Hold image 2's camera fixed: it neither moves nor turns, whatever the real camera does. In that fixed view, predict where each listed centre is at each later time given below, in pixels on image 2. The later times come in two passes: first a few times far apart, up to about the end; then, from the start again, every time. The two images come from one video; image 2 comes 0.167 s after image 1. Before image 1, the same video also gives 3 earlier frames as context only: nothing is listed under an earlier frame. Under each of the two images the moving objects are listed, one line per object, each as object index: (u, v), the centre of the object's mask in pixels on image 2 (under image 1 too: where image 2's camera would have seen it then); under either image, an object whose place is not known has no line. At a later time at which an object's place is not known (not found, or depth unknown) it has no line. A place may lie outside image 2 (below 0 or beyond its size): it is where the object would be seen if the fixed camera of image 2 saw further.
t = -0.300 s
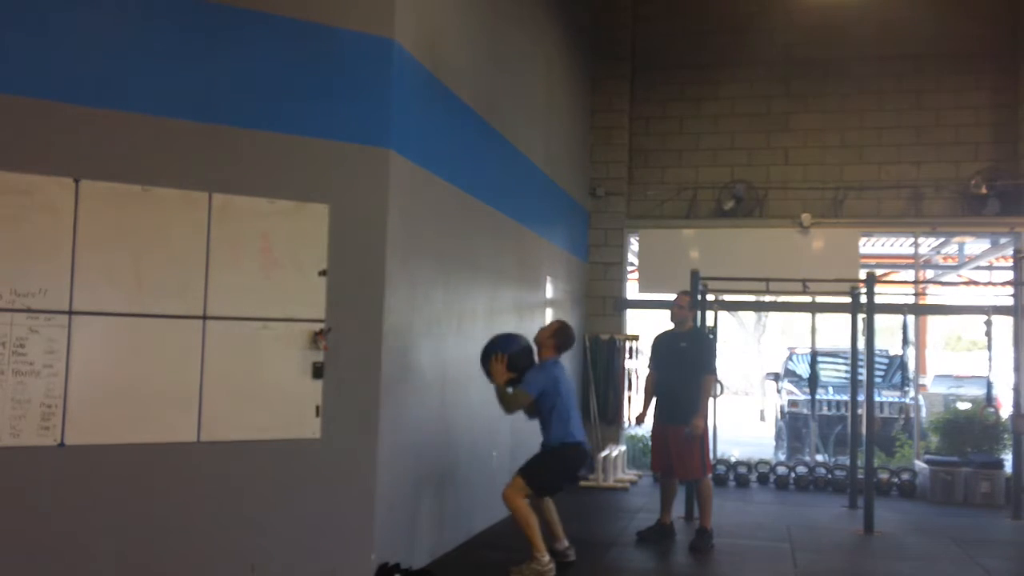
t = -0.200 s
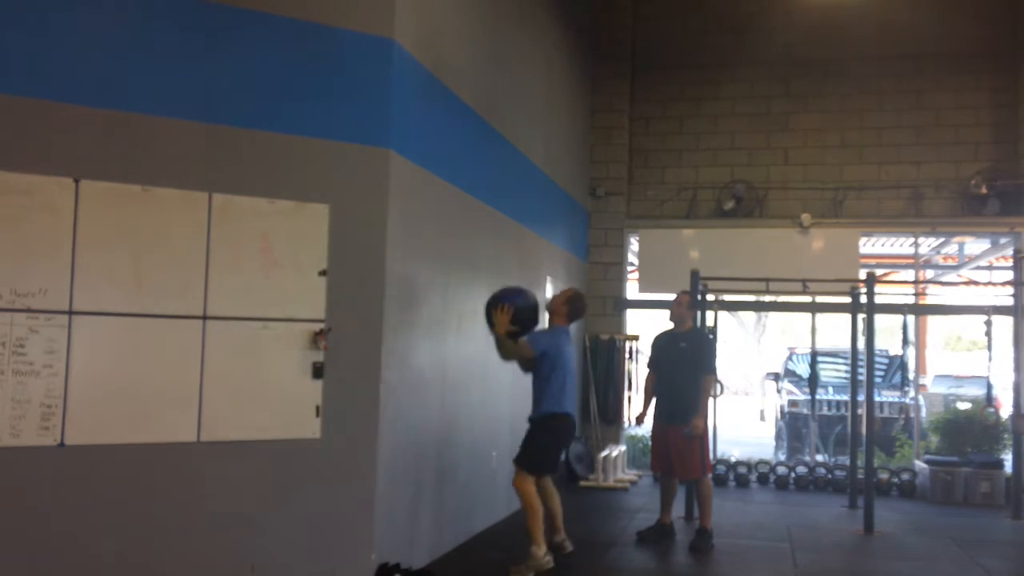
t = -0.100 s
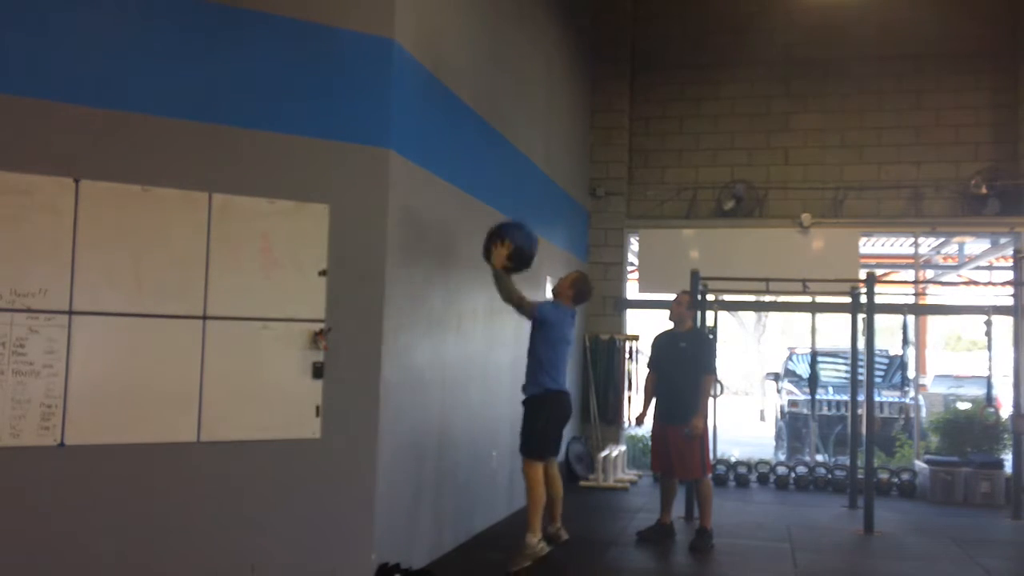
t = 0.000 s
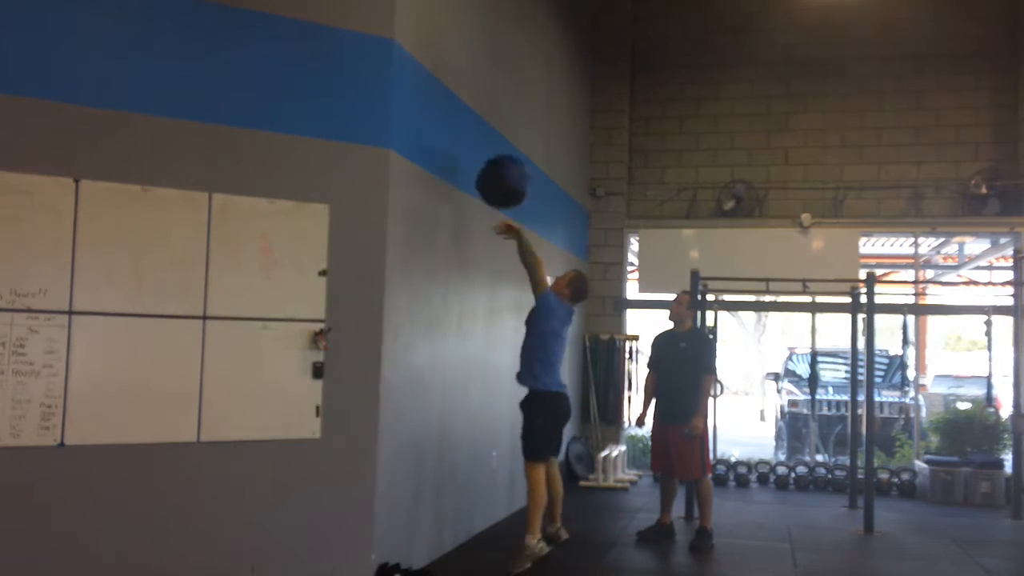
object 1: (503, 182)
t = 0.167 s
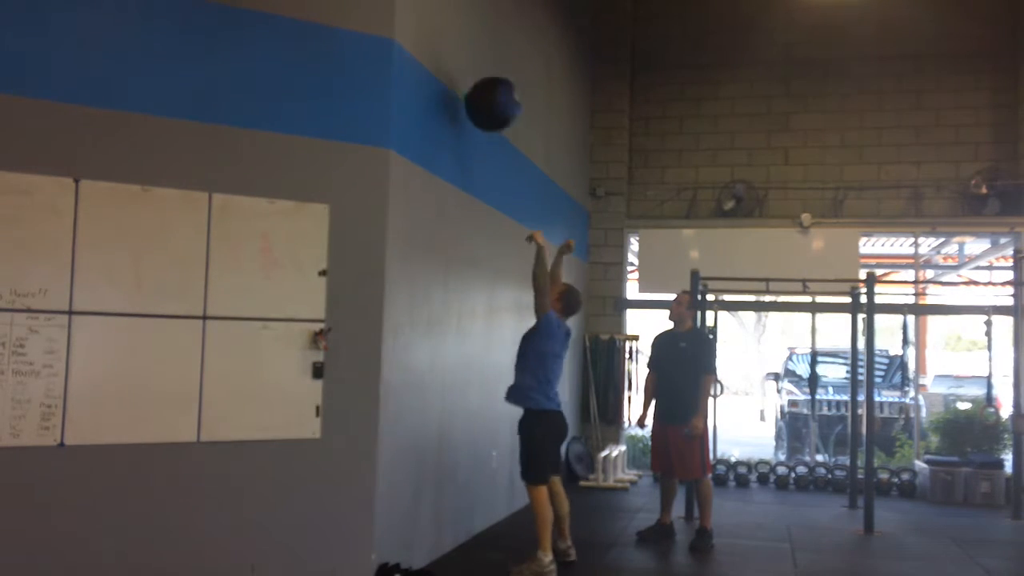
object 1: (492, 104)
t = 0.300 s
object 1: (480, 71)
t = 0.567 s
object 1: (486, 87)
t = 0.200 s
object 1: (490, 93)
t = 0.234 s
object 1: (487, 84)
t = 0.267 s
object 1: (484, 76)
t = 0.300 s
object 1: (480, 71)
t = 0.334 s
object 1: (478, 66)
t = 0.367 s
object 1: (477, 64)
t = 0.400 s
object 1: (477, 64)
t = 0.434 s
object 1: (479, 65)
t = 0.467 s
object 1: (480, 68)
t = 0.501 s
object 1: (481, 73)
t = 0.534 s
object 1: (485, 79)
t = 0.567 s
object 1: (486, 87)
